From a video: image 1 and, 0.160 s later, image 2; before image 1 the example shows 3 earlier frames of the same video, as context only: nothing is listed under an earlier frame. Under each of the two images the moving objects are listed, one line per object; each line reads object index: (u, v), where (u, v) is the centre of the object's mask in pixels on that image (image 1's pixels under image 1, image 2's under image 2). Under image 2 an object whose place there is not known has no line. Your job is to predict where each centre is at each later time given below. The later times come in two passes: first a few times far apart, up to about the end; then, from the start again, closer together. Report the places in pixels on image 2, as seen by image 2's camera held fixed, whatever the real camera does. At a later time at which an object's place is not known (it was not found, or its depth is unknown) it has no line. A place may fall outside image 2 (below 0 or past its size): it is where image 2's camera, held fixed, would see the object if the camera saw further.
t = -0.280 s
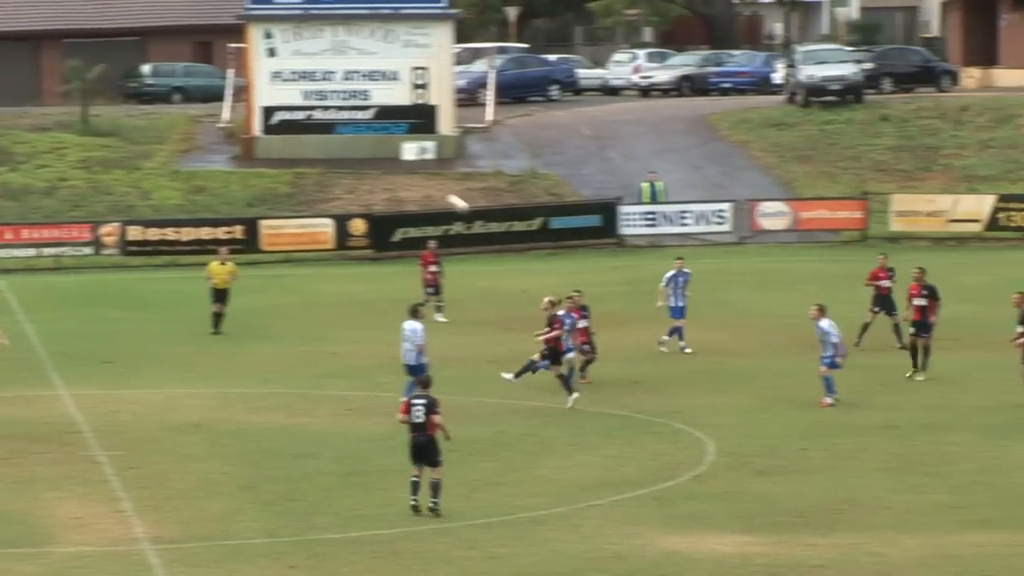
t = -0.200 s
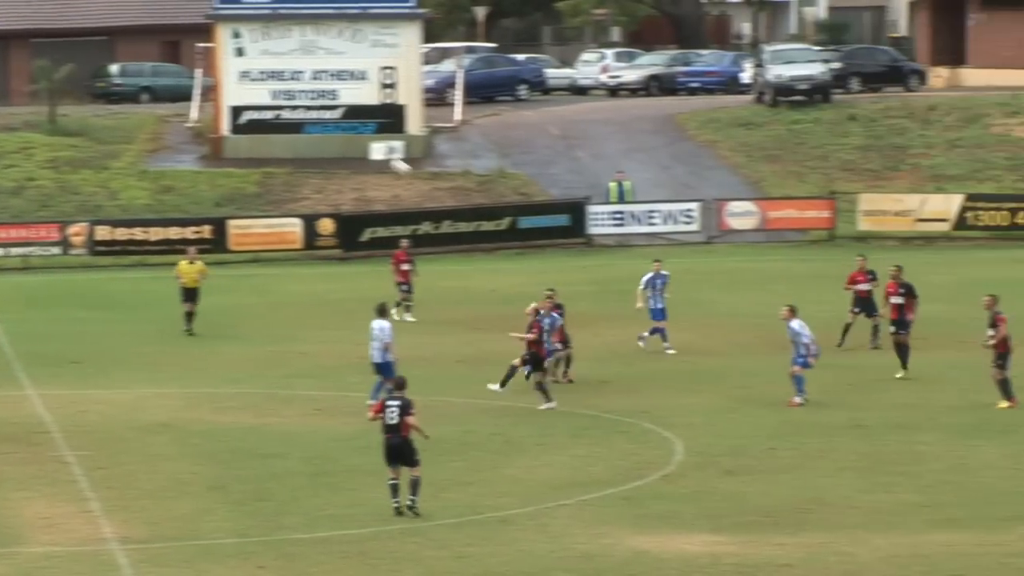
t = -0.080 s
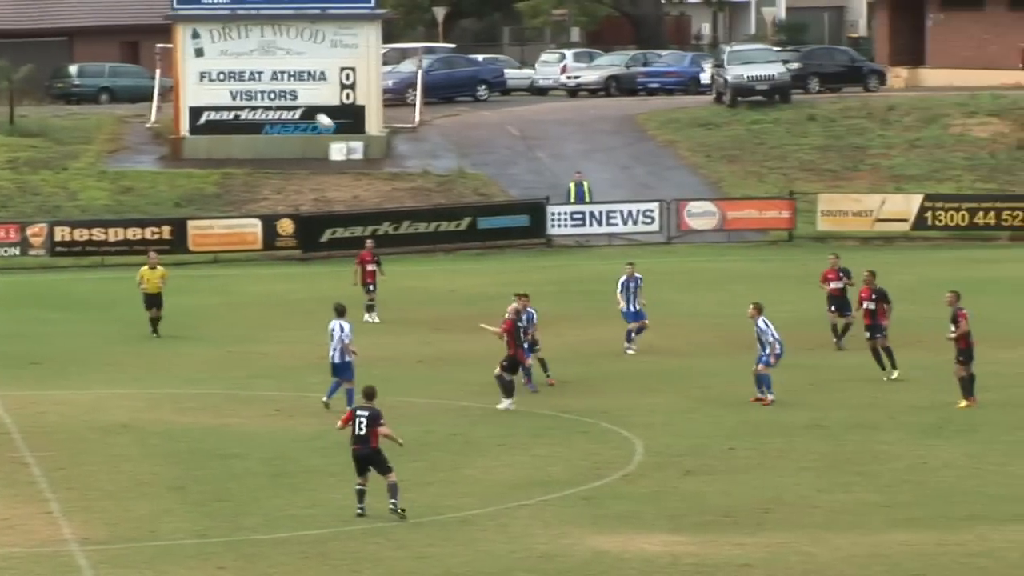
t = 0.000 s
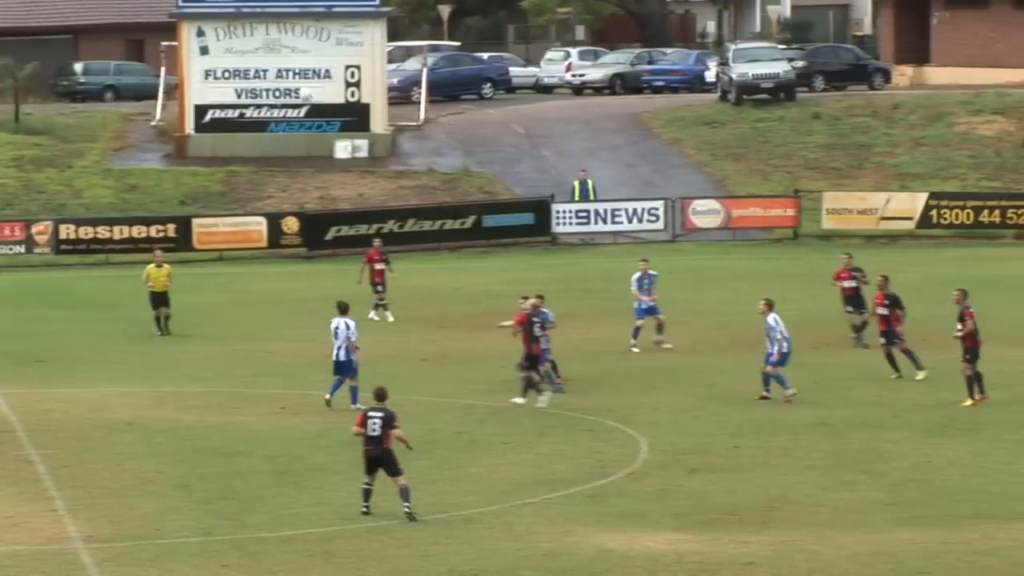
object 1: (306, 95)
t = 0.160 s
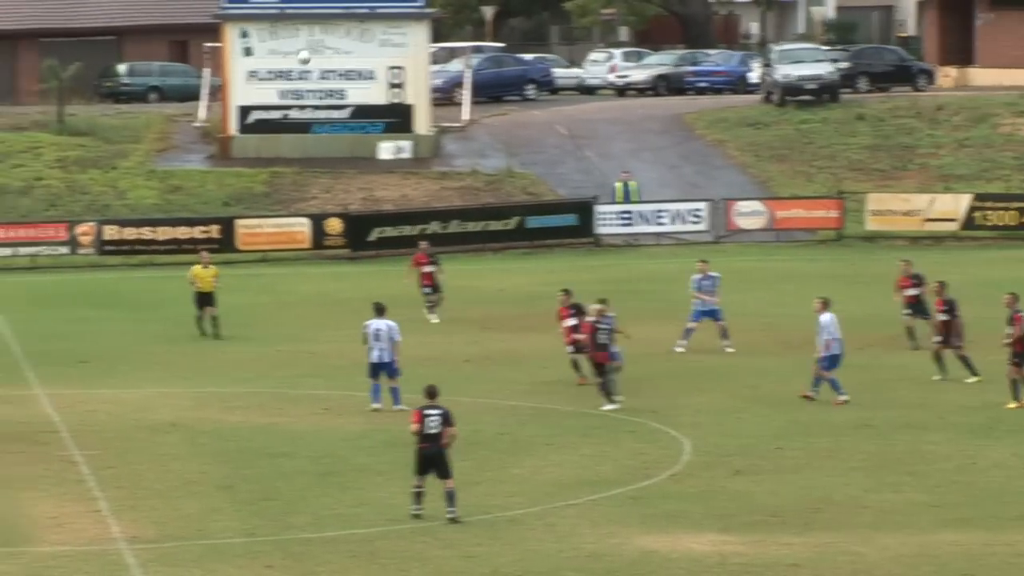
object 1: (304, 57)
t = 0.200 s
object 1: (293, 51)
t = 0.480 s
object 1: (217, 28)
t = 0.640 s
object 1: (177, 33)
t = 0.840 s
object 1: (129, 62)
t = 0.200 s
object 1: (293, 51)
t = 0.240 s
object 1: (282, 45)
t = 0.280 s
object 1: (271, 40)
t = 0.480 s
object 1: (217, 28)
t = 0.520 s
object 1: (208, 28)
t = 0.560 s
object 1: (198, 29)
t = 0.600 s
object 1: (187, 31)
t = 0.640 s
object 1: (177, 33)
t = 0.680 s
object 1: (167, 37)
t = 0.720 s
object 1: (157, 42)
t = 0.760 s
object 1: (148, 47)
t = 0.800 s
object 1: (138, 52)
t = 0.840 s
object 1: (129, 62)
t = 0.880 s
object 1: (120, 69)
